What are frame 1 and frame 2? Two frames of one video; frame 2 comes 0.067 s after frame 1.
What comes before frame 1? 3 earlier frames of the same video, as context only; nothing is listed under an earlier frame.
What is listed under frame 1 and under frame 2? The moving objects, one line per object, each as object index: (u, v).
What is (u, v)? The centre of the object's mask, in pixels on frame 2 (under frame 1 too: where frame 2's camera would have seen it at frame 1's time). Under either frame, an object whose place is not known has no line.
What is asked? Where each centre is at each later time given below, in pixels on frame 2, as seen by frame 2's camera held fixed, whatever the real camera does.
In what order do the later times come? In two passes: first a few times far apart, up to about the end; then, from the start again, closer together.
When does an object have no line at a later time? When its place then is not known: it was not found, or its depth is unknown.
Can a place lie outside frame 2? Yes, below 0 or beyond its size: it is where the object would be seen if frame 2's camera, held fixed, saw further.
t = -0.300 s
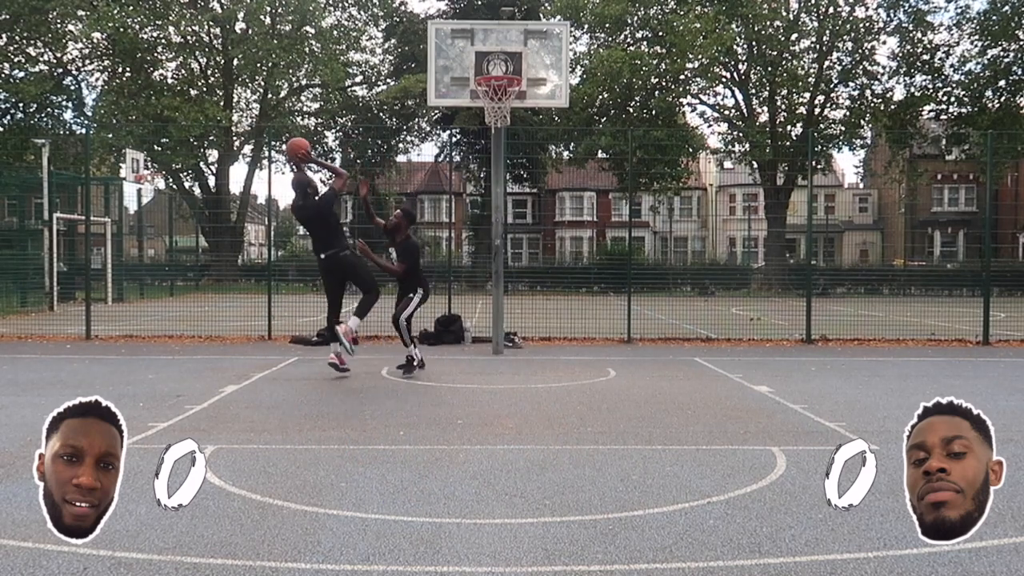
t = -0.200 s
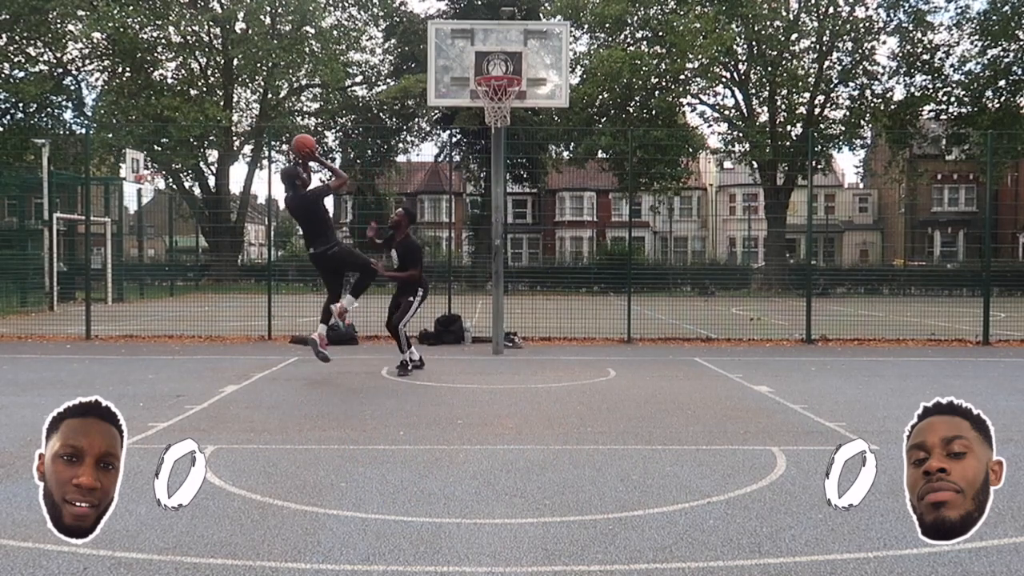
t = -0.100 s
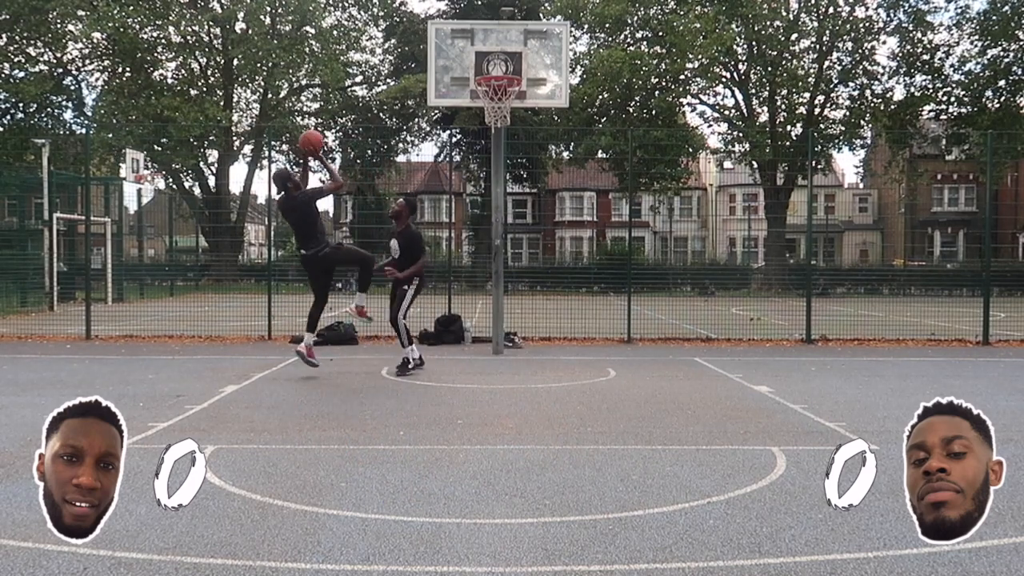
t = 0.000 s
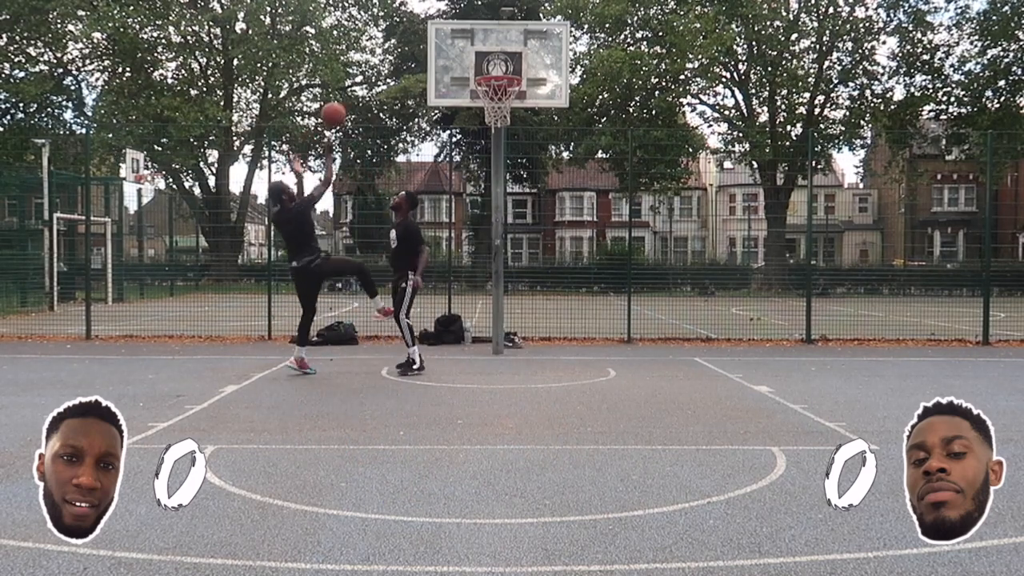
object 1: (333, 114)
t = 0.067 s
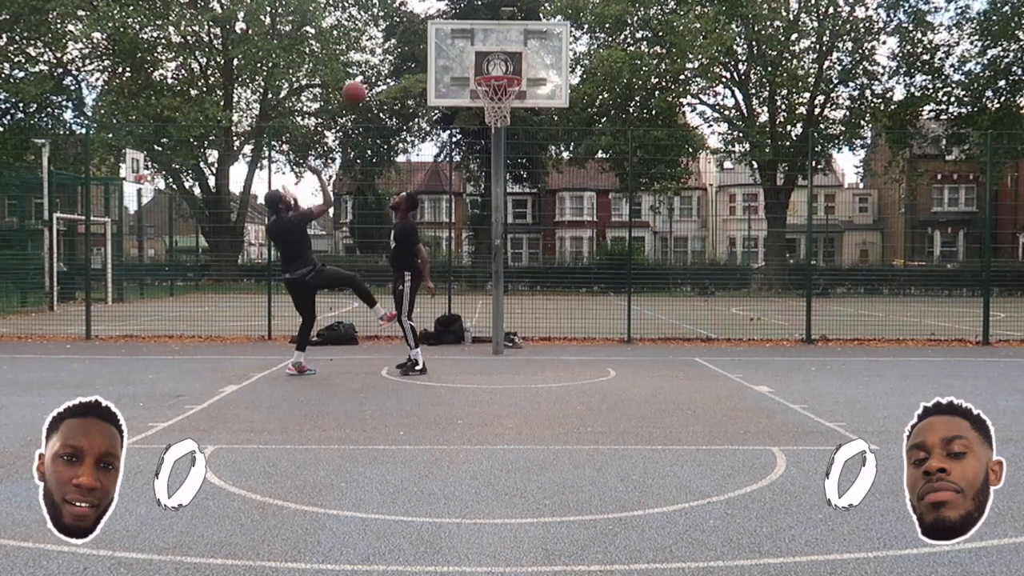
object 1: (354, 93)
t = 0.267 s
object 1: (413, 56)
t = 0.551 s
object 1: (478, 65)
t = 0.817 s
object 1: (504, 96)
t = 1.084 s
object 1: (490, 143)
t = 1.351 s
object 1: (480, 240)
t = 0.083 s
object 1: (359, 88)
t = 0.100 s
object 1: (364, 83)
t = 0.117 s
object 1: (370, 79)
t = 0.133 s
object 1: (374, 76)
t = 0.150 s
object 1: (380, 73)
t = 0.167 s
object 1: (385, 69)
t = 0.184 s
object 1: (390, 67)
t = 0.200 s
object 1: (395, 64)
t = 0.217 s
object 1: (400, 62)
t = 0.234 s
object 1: (405, 60)
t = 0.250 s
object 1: (409, 59)
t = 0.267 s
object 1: (413, 56)
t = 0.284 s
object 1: (418, 55)
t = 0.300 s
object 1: (423, 55)
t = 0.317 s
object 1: (428, 54)
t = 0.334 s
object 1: (432, 54)
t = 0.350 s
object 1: (437, 54)
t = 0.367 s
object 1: (442, 55)
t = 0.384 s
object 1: (447, 55)
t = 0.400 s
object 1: (451, 56)
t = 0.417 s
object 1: (455, 57)
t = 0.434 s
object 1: (460, 58)
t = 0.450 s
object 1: (463, 59)
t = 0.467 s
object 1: (466, 59)
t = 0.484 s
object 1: (468, 59)
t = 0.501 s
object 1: (470, 60)
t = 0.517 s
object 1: (473, 62)
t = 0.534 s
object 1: (476, 64)
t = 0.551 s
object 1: (478, 65)
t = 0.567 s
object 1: (481, 66)
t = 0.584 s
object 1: (483, 68)
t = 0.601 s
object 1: (485, 68)
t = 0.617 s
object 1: (488, 69)
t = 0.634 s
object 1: (490, 69)
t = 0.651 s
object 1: (493, 69)
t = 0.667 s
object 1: (495, 70)
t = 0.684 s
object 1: (497, 71)
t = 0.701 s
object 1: (501, 72)
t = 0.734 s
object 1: (509, 89)
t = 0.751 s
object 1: (508, 90)
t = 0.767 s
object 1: (504, 93)
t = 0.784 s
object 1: (506, 92)
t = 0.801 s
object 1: (505, 94)
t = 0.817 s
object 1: (504, 96)
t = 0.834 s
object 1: (501, 97)
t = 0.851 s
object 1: (502, 104)
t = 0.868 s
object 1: (503, 99)
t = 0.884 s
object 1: (499, 94)
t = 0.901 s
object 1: (503, 118)
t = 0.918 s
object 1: (501, 118)
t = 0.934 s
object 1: (500, 119)
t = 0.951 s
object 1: (499, 120)
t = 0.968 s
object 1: (496, 122)
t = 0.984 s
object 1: (495, 124)
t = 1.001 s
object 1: (493, 126)
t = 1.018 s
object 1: (493, 128)
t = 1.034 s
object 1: (492, 132)
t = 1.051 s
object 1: (491, 136)
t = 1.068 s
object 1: (491, 139)
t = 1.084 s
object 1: (490, 143)
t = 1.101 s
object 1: (489, 147)
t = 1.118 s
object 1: (488, 152)
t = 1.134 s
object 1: (488, 157)
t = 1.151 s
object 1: (488, 162)
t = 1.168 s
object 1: (487, 167)
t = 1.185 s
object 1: (486, 172)
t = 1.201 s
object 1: (485, 177)
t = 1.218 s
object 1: (485, 184)
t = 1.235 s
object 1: (484, 190)
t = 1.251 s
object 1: (483, 195)
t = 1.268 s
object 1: (483, 202)
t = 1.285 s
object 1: (482, 209)
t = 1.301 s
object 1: (481, 216)
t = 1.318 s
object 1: (481, 223)
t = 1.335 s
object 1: (481, 231)
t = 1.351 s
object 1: (480, 240)
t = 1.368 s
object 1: (479, 248)
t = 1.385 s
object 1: (479, 257)
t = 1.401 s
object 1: (478, 265)
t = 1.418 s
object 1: (477, 273)
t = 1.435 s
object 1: (476, 282)
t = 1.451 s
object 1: (476, 292)
